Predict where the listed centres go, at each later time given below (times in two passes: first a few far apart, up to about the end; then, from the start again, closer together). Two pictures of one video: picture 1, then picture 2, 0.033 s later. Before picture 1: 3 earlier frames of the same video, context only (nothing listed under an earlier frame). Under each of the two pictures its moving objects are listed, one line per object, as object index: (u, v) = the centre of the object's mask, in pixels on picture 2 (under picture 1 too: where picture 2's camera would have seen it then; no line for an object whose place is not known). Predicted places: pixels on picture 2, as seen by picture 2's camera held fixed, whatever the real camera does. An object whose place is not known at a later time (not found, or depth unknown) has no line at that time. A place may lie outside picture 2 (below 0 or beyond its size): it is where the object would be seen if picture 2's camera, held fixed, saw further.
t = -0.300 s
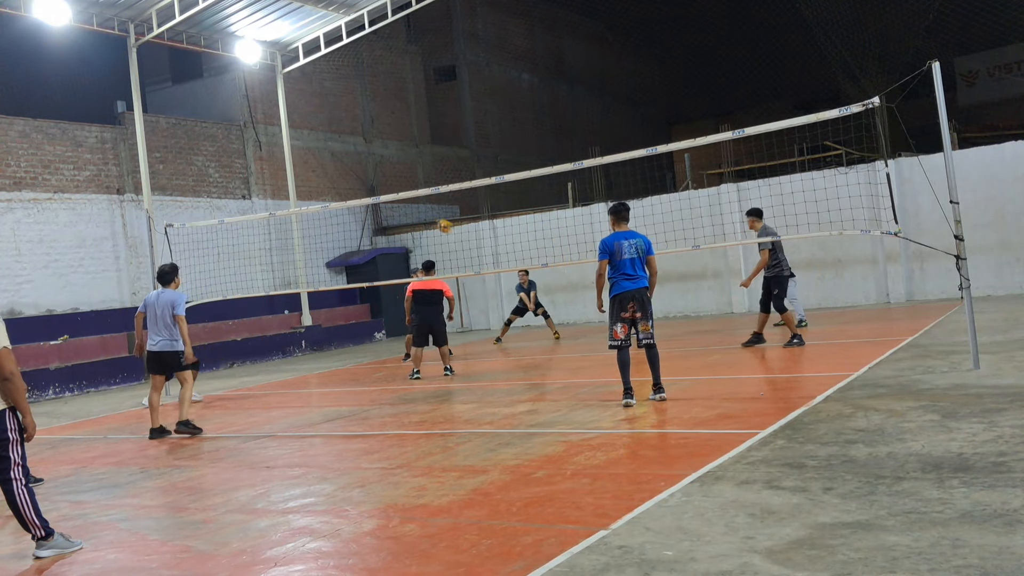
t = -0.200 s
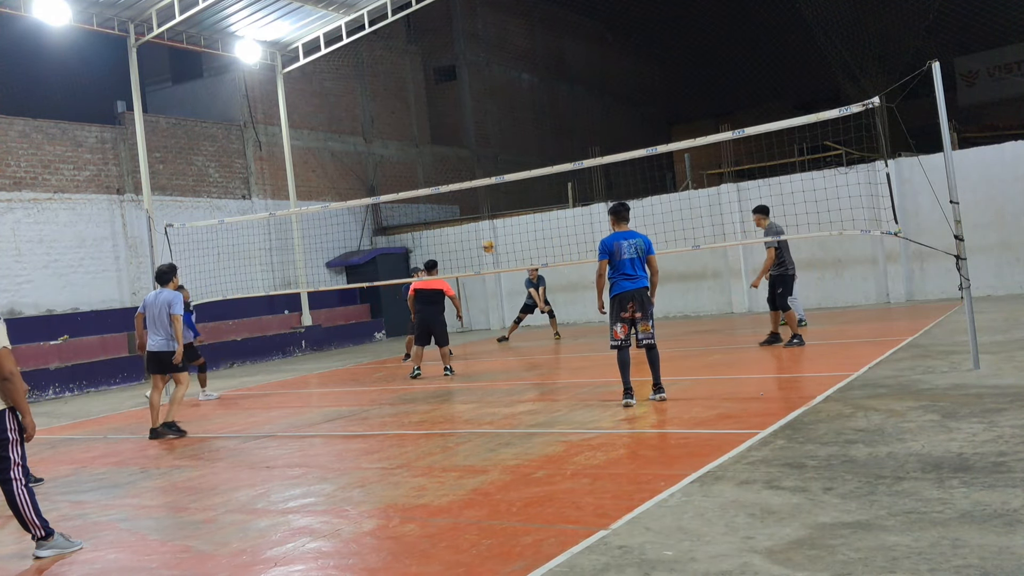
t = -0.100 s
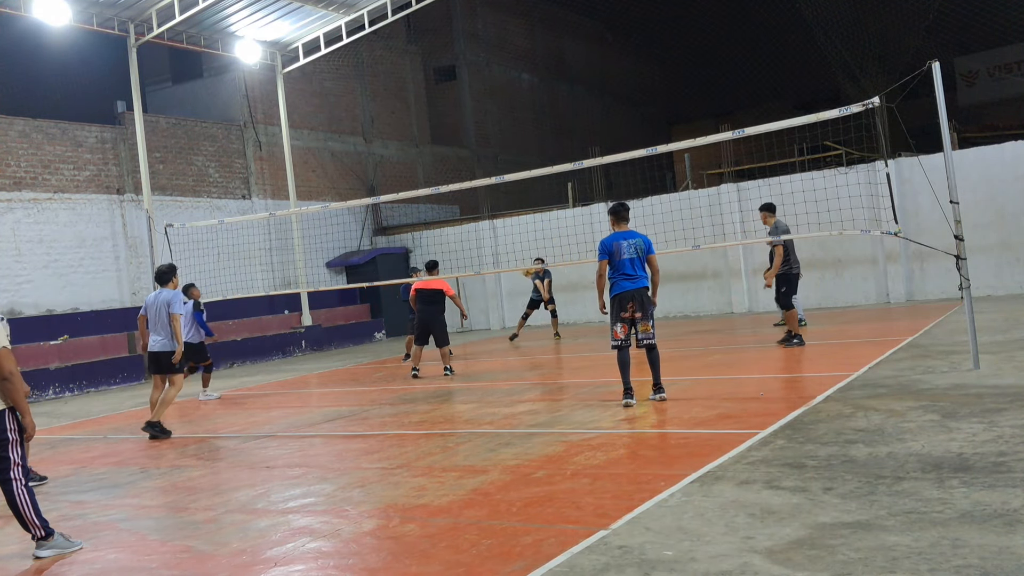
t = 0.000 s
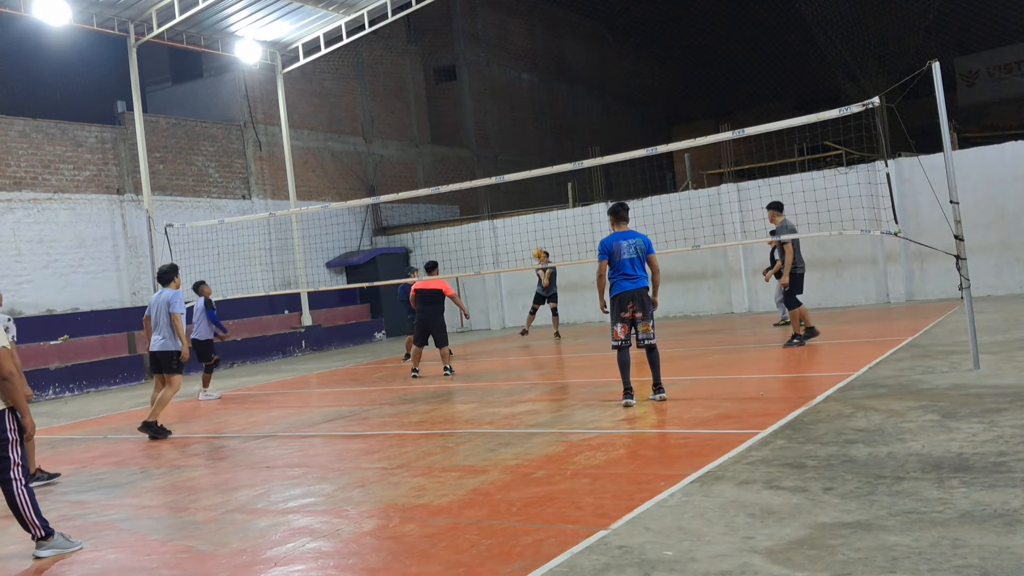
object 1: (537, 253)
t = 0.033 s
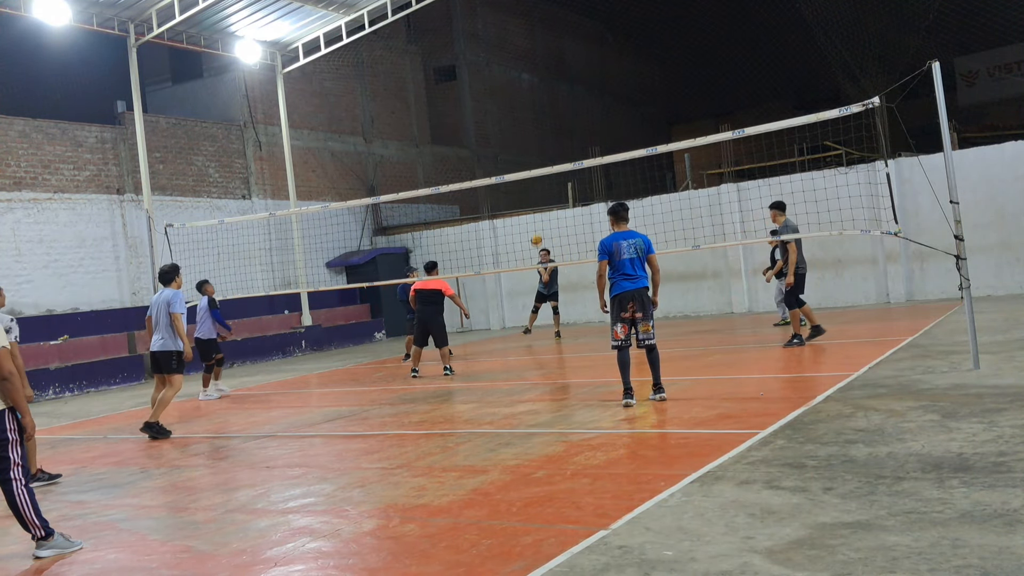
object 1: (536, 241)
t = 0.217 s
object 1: (528, 180)
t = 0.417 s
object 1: (520, 123)
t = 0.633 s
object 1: (514, 90)
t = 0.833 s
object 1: (512, 83)
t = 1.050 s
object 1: (513, 107)
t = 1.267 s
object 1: (517, 165)
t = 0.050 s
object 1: (535, 235)
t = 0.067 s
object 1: (535, 228)
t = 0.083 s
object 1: (534, 222)
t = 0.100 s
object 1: (532, 215)
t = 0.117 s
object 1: (532, 209)
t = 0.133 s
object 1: (531, 203)
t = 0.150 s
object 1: (530, 197)
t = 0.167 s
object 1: (530, 192)
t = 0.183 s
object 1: (529, 187)
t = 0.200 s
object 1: (528, 183)
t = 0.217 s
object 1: (528, 180)
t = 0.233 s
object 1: (526, 167)
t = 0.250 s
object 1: (526, 165)
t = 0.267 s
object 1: (525, 161)
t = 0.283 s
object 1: (524, 156)
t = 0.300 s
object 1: (524, 151)
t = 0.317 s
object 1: (523, 147)
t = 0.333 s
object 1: (522, 143)
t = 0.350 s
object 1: (522, 139)
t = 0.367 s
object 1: (521, 134)
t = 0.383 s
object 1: (521, 131)
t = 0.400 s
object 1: (520, 127)
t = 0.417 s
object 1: (520, 123)
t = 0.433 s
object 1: (519, 120)
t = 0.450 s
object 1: (519, 116)
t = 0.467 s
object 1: (518, 113)
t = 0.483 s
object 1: (518, 110)
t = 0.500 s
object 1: (517, 107)
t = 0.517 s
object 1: (517, 105)
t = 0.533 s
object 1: (517, 102)
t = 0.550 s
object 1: (516, 100)
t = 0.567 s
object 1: (516, 97)
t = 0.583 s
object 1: (515, 95)
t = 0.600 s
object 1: (515, 93)
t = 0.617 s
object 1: (515, 91)
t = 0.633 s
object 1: (514, 90)
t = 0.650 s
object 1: (514, 88)
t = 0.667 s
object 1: (514, 87)
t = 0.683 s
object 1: (514, 86)
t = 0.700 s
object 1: (514, 85)
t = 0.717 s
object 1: (513, 84)
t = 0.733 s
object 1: (513, 83)
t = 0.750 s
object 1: (513, 83)
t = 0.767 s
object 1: (513, 83)
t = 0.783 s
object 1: (513, 83)
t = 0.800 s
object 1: (513, 83)
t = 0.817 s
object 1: (513, 83)
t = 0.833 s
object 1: (512, 83)
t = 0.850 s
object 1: (512, 84)
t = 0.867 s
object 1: (512, 85)
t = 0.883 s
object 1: (512, 86)
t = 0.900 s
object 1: (512, 87)
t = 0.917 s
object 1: (512, 89)
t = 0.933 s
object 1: (512, 90)
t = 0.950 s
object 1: (512, 92)
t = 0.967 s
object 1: (512, 94)
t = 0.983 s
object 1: (513, 96)
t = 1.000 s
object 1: (512, 99)
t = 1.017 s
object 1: (513, 101)
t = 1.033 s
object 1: (513, 104)
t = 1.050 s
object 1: (513, 107)
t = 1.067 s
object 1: (513, 111)
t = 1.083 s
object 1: (514, 114)
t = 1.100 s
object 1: (514, 118)
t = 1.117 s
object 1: (514, 122)
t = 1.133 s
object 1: (514, 126)
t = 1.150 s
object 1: (515, 130)
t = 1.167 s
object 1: (515, 135)
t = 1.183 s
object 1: (515, 140)
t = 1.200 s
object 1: (516, 144)
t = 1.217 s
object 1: (516, 150)
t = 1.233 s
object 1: (516, 155)
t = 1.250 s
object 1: (517, 161)
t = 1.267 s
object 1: (517, 165)
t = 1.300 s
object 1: (519, 181)
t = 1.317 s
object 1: (519, 187)
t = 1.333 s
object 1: (520, 192)
